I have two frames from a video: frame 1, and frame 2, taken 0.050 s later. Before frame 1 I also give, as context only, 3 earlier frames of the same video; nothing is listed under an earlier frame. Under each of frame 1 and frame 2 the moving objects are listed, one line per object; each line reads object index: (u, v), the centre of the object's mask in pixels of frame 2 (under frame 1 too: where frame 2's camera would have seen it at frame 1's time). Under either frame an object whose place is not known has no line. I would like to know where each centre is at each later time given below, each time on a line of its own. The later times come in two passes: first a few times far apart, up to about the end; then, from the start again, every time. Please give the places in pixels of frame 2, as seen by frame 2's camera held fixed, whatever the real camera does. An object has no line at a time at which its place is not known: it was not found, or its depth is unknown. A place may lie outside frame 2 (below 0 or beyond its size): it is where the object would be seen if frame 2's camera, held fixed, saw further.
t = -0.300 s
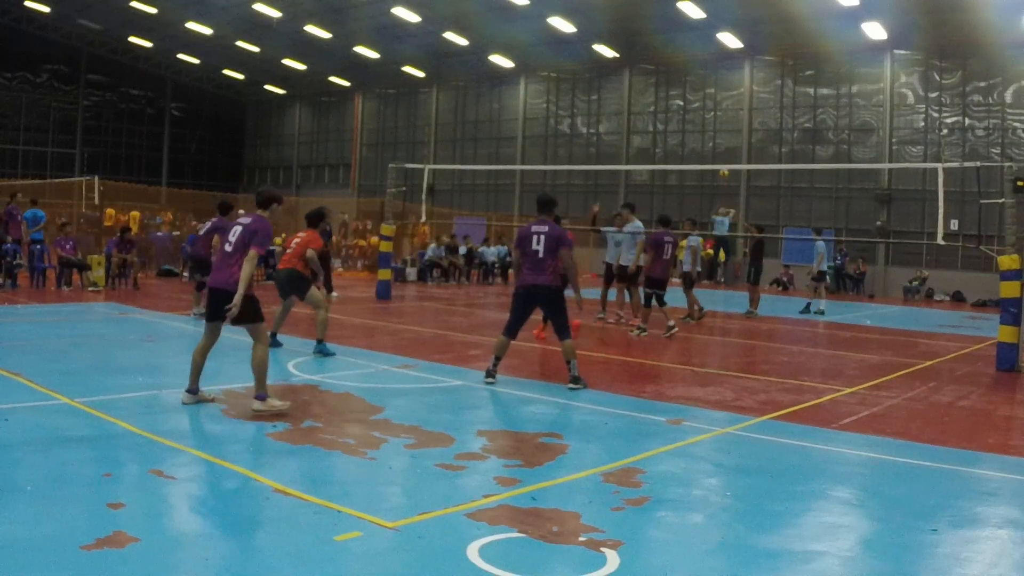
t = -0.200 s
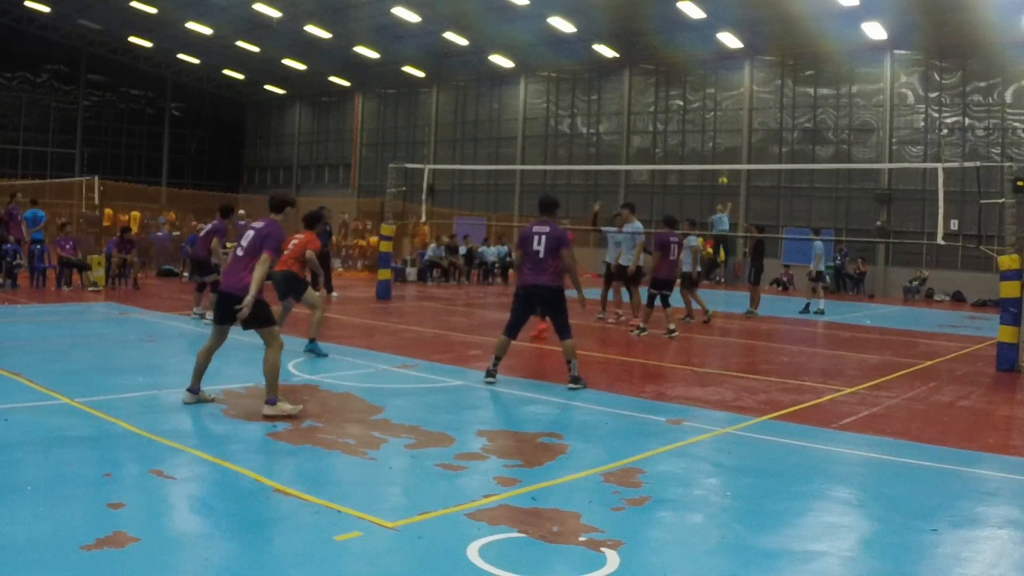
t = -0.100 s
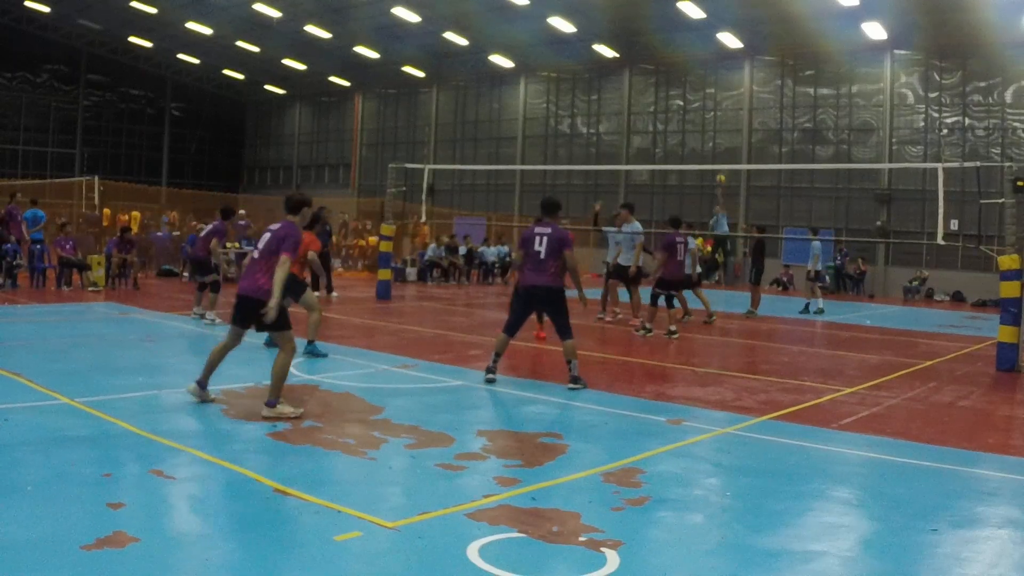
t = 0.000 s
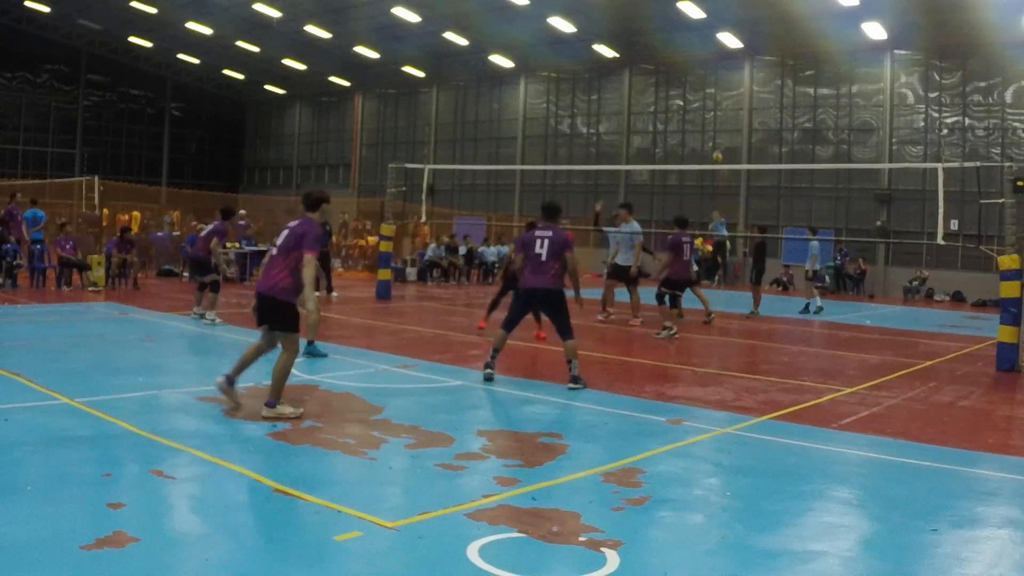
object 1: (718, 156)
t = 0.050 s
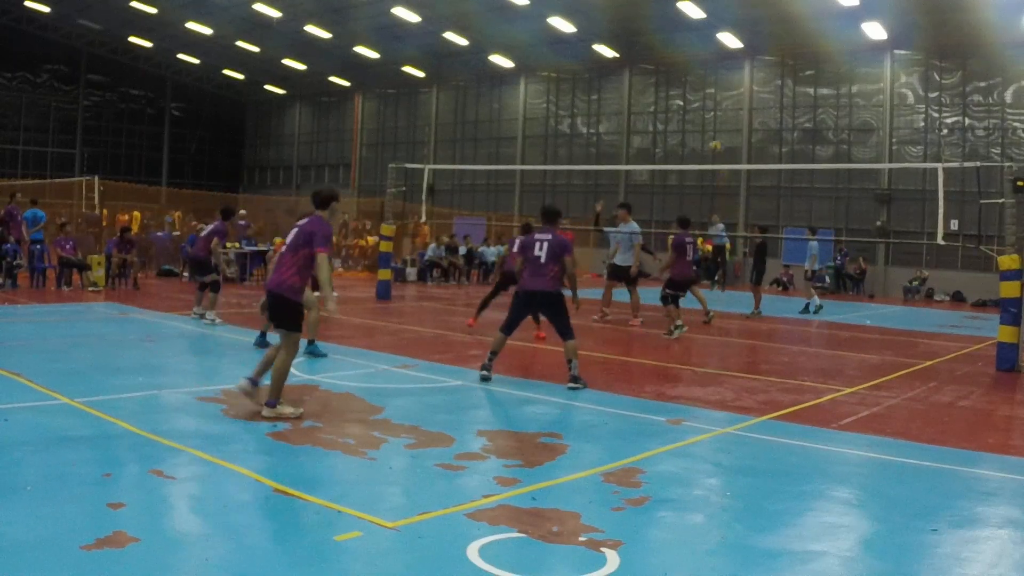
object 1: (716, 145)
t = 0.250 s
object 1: (710, 109)
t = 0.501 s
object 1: (697, 86)
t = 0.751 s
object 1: (670, 89)
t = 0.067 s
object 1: (716, 142)
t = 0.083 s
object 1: (715, 138)
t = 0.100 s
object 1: (714, 135)
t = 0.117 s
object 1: (713, 132)
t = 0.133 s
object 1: (713, 128)
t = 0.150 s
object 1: (712, 125)
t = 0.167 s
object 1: (712, 122)
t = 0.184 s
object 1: (712, 119)
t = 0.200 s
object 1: (711, 116)
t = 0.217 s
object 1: (711, 114)
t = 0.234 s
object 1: (711, 111)
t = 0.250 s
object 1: (710, 109)
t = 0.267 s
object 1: (709, 105)
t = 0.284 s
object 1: (709, 103)
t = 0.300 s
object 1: (708, 101)
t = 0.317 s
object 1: (708, 99)
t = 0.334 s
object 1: (707, 97)
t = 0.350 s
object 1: (706, 95)
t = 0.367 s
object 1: (705, 94)
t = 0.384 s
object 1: (704, 92)
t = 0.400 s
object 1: (703, 91)
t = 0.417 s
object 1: (702, 90)
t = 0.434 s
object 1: (701, 89)
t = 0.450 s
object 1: (700, 88)
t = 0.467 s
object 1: (699, 87)
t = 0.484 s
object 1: (698, 86)
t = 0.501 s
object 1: (697, 86)
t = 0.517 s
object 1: (695, 85)
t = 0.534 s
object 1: (694, 85)
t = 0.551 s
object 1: (692, 85)
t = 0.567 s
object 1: (691, 84)
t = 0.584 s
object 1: (689, 84)
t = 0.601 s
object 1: (687, 84)
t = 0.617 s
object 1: (686, 84)
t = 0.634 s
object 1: (684, 84)
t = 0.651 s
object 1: (682, 84)
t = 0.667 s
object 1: (681, 85)
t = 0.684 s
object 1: (678, 85)
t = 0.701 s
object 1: (676, 86)
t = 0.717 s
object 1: (674, 87)
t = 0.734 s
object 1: (672, 87)
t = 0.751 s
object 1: (670, 89)
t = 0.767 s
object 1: (668, 90)
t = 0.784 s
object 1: (665, 92)
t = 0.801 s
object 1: (663, 94)
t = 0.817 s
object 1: (661, 95)
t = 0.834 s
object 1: (658, 98)
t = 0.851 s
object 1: (656, 100)
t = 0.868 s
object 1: (653, 103)
